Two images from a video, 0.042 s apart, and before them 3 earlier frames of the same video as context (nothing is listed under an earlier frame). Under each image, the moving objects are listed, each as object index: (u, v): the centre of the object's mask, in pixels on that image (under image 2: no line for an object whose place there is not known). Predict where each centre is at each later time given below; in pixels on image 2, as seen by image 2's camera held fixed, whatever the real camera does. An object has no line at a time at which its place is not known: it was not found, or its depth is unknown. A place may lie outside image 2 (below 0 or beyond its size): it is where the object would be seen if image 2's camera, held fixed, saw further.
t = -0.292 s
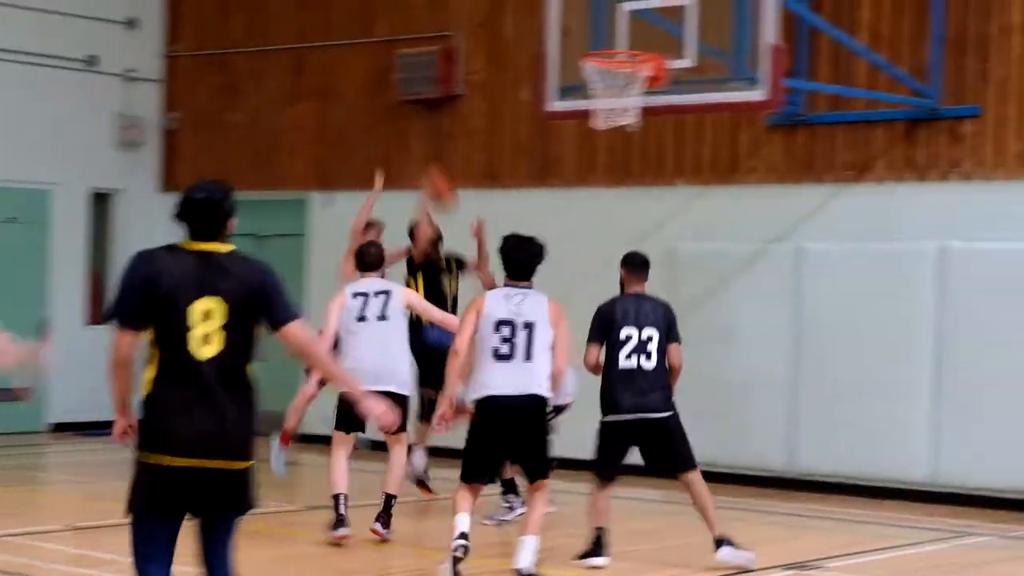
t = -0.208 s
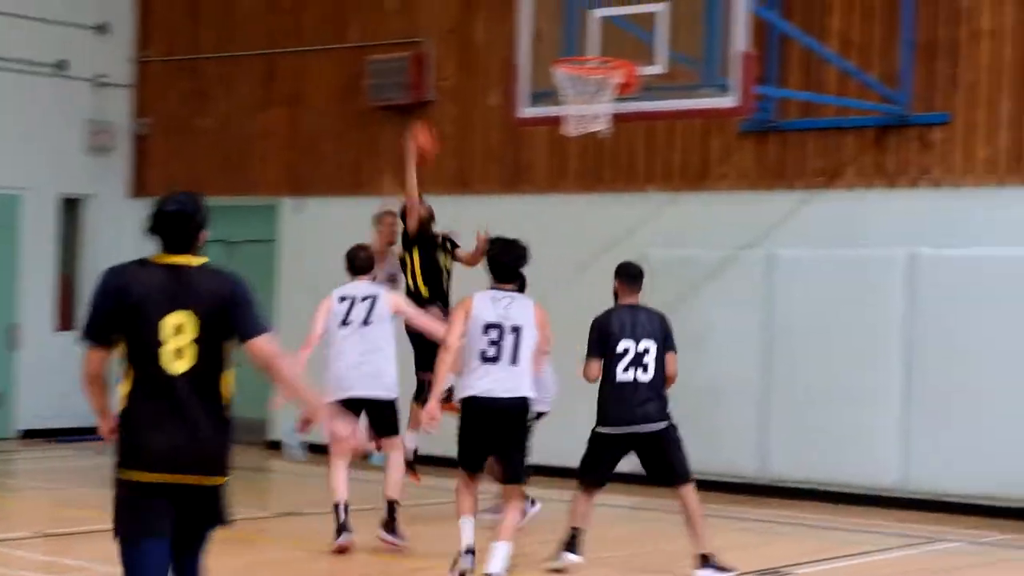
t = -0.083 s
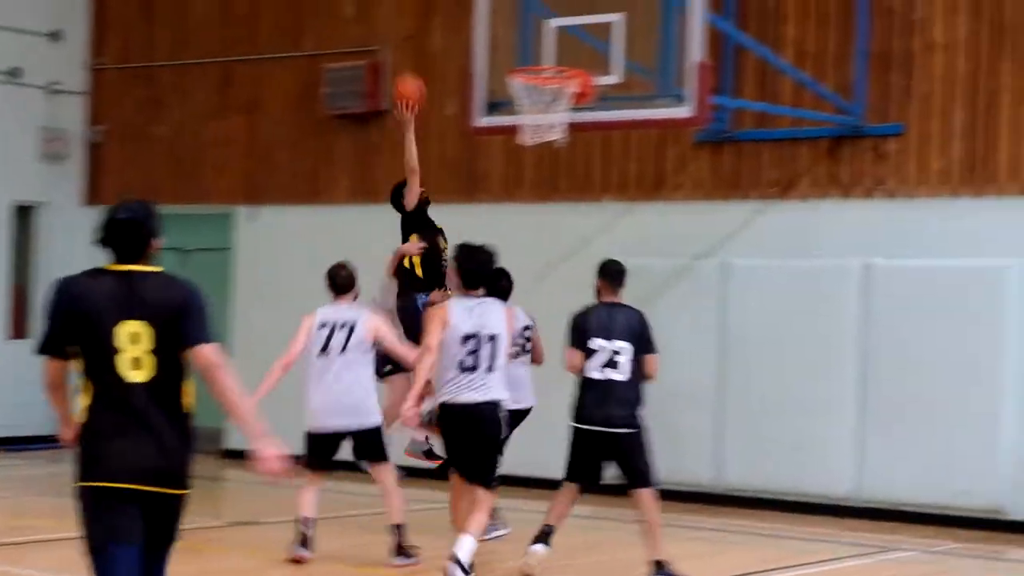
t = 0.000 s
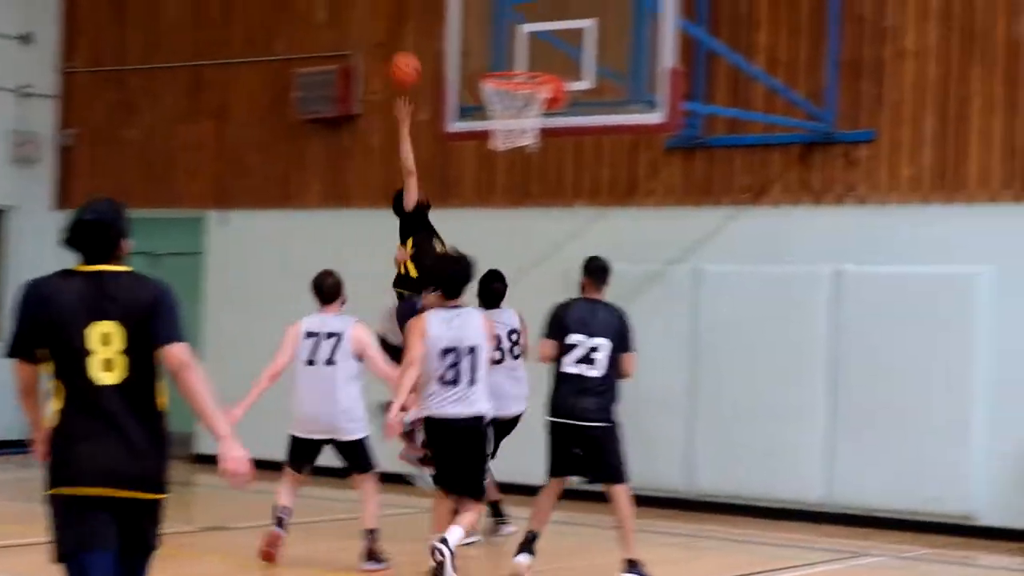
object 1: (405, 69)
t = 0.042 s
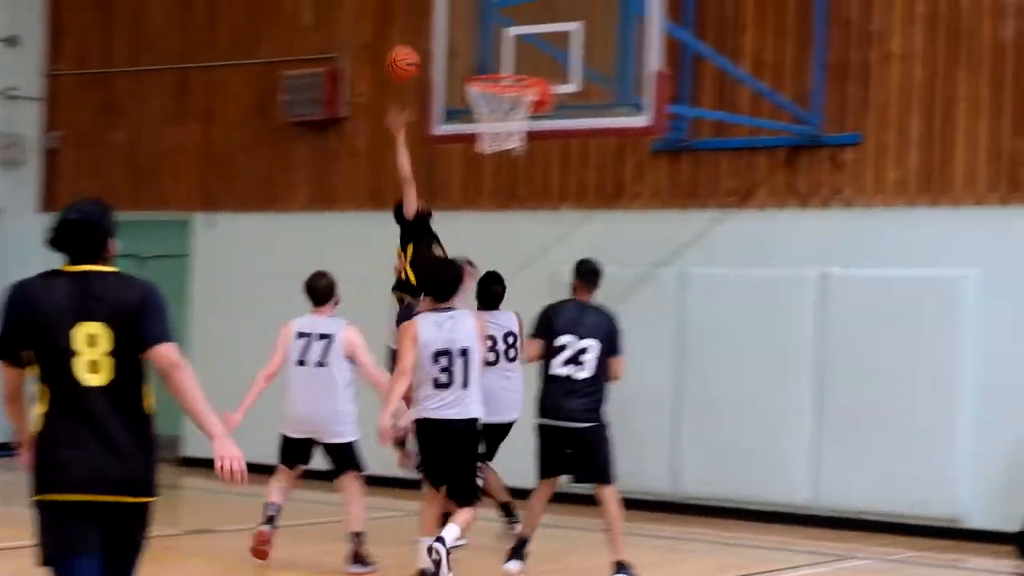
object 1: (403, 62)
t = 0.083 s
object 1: (415, 55)
